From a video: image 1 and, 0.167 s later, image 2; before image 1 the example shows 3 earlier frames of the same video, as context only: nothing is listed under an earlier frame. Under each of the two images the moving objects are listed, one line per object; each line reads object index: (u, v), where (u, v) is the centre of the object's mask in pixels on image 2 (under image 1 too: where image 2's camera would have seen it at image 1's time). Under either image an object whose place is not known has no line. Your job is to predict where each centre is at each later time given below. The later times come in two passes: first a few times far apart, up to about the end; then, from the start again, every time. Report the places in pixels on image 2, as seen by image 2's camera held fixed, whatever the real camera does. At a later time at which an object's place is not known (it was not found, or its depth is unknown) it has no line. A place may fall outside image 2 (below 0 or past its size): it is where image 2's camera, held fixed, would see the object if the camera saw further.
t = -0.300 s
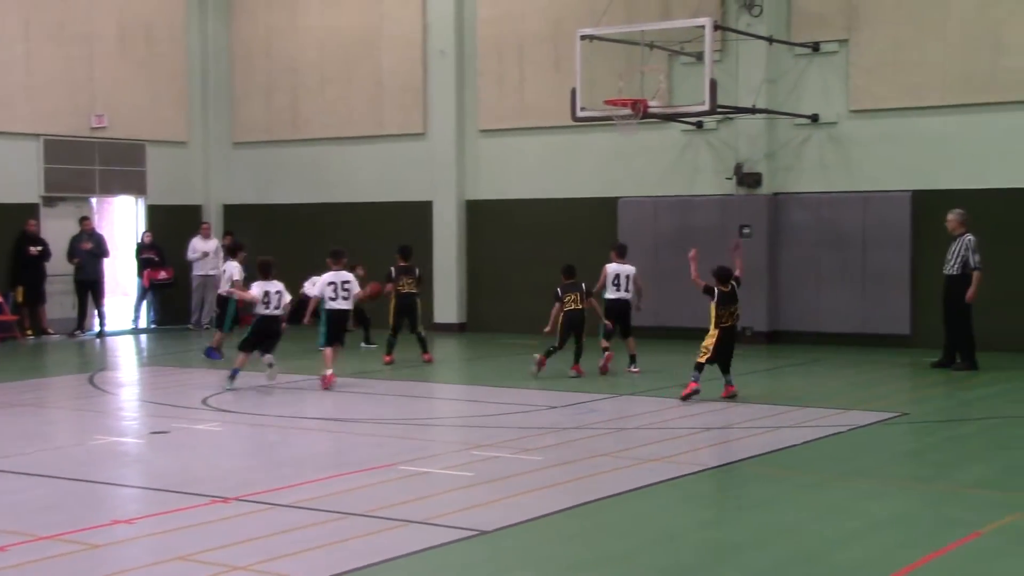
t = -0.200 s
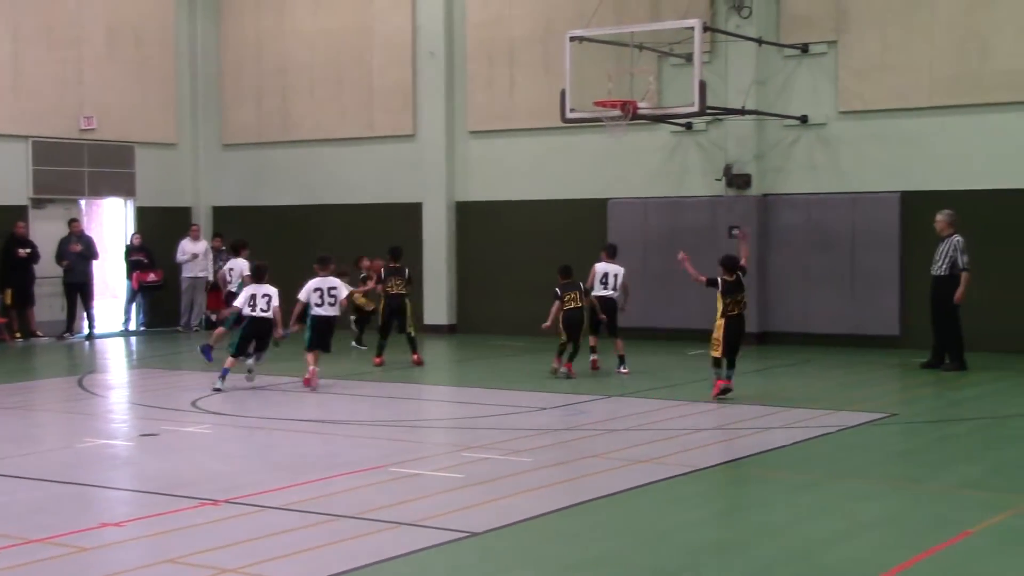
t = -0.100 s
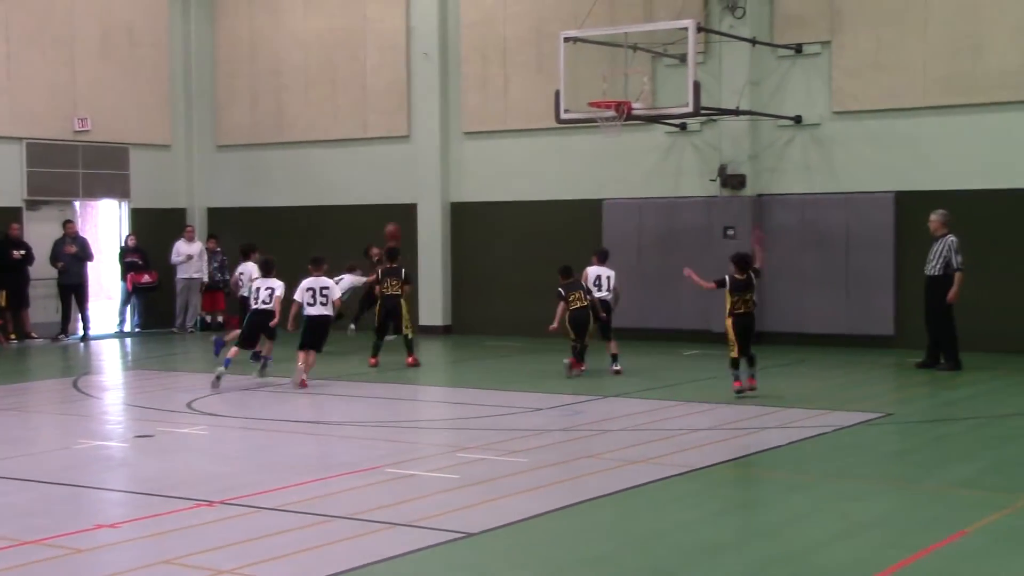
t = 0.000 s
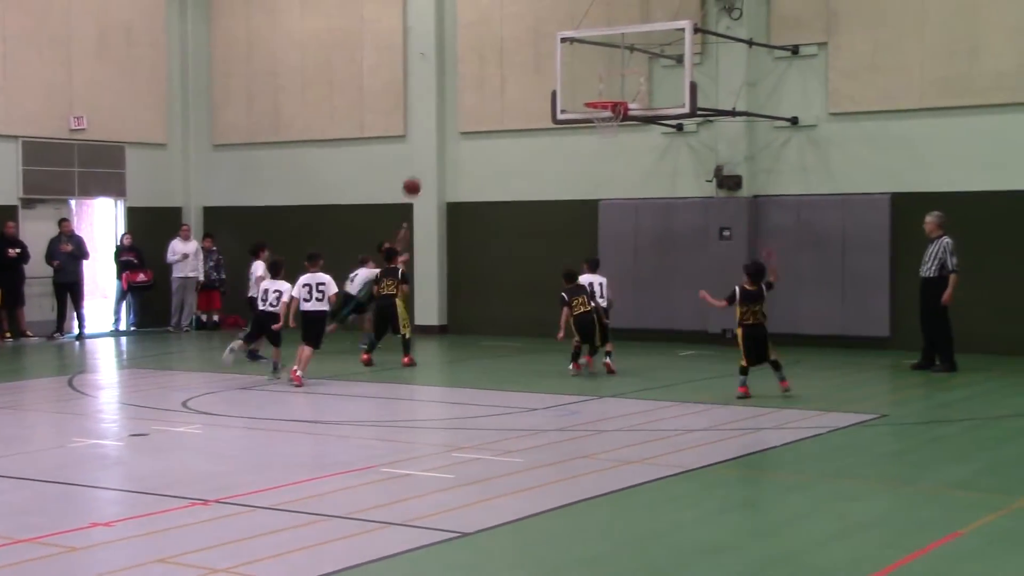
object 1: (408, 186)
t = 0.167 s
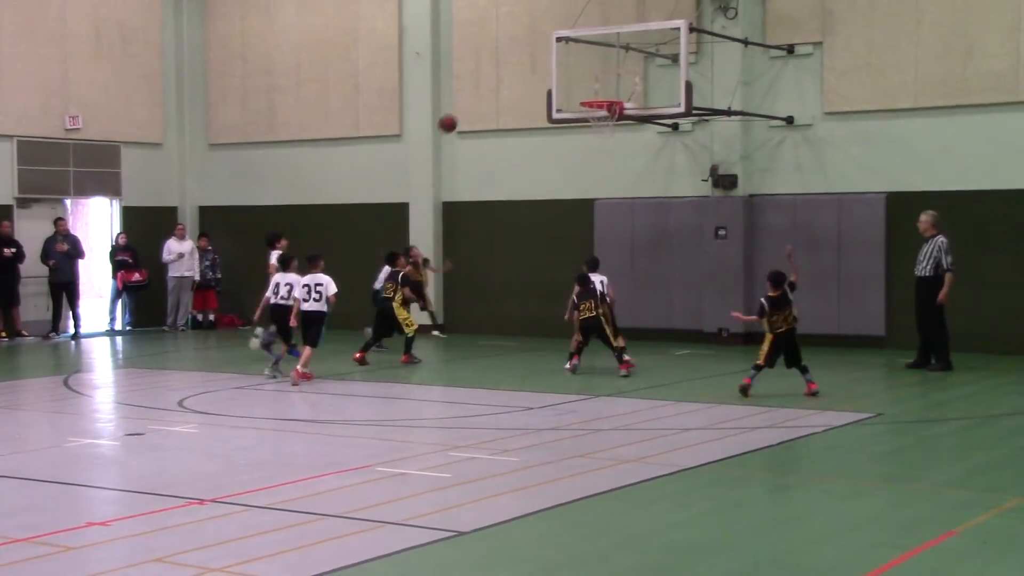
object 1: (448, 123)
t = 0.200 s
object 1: (456, 113)
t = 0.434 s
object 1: (515, 65)
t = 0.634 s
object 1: (532, 62)
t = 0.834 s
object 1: (498, 97)
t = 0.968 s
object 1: (477, 137)
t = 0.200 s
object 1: (456, 113)
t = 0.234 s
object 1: (464, 104)
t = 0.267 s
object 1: (473, 95)
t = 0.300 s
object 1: (481, 87)
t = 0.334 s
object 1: (490, 80)
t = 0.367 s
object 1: (498, 74)
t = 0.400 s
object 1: (507, 69)
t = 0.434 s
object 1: (515, 65)
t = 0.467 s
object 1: (524, 61)
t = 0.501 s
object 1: (533, 58)
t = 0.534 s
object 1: (541, 56)
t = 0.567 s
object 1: (542, 57)
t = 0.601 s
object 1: (537, 59)
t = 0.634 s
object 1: (532, 62)
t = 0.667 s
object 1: (526, 66)
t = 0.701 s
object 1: (521, 70)
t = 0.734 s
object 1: (515, 76)
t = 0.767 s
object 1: (509, 82)
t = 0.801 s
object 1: (504, 90)
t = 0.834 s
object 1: (498, 97)
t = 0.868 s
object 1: (493, 106)
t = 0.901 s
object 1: (488, 116)
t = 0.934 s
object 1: (483, 126)
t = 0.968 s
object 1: (477, 137)
